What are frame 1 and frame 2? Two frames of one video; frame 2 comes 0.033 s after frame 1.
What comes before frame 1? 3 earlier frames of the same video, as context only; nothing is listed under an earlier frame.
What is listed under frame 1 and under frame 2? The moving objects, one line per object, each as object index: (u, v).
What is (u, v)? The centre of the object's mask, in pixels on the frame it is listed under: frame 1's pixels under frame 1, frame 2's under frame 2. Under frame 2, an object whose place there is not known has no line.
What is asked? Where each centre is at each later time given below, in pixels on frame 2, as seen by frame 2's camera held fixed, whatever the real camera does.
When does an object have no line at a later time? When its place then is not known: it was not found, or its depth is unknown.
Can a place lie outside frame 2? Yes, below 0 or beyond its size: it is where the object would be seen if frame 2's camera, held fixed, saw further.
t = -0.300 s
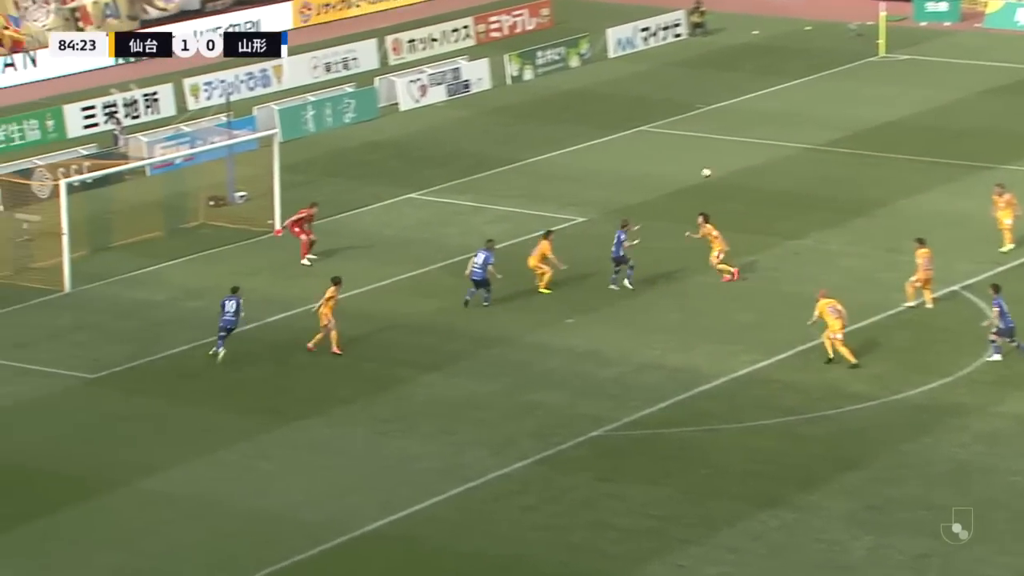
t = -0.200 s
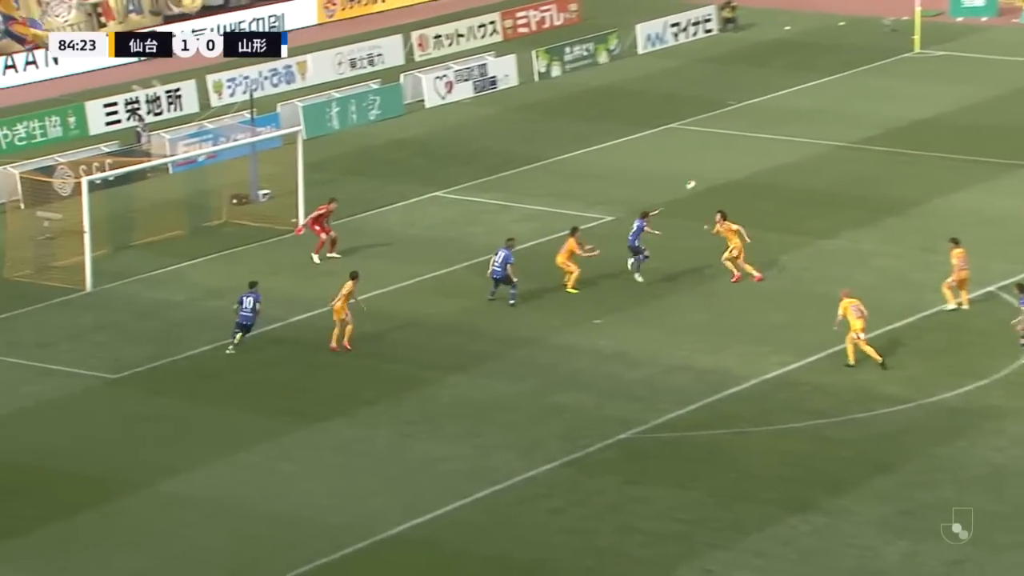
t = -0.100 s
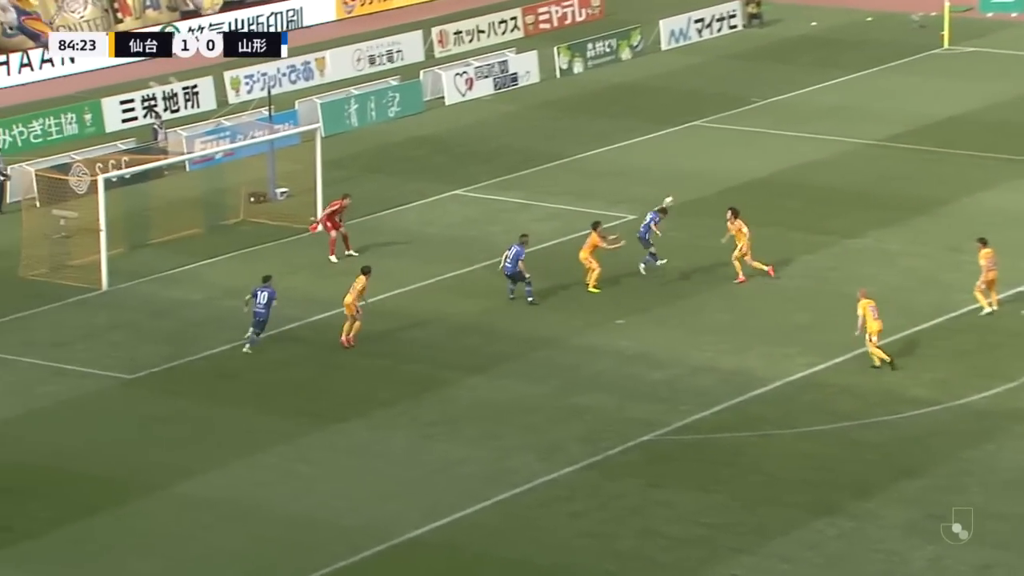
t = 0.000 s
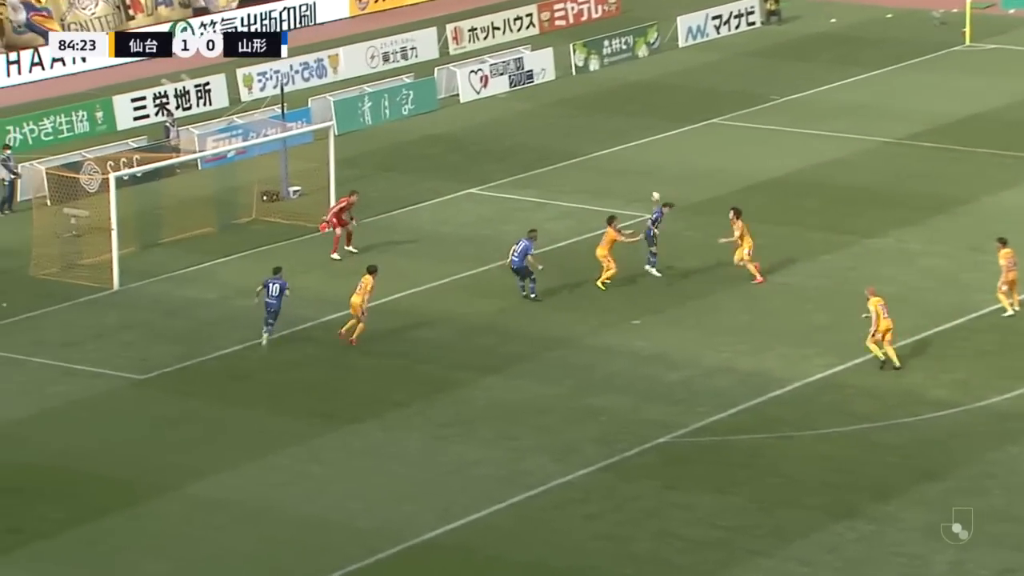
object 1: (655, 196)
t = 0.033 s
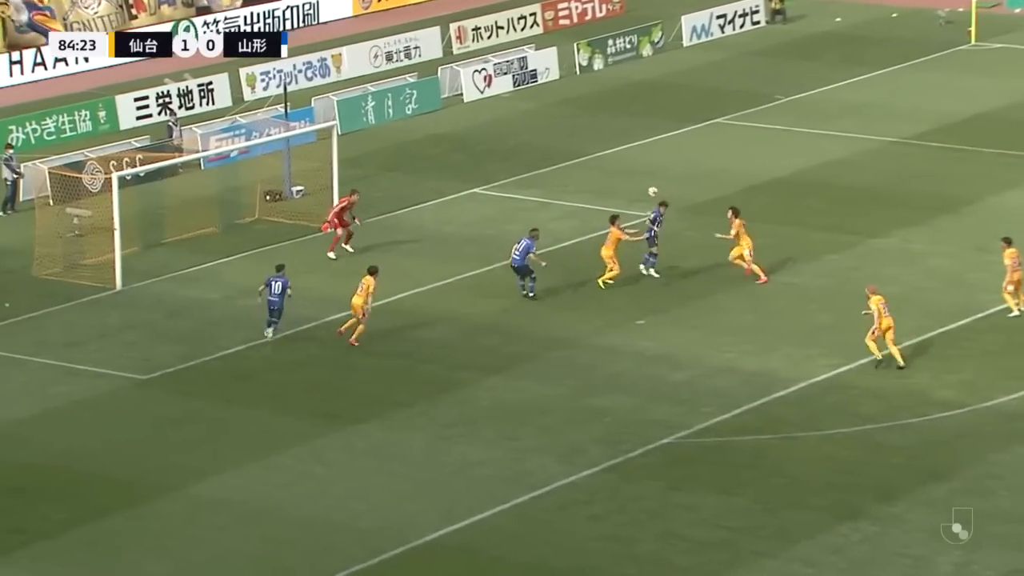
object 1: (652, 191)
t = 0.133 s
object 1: (632, 179)
